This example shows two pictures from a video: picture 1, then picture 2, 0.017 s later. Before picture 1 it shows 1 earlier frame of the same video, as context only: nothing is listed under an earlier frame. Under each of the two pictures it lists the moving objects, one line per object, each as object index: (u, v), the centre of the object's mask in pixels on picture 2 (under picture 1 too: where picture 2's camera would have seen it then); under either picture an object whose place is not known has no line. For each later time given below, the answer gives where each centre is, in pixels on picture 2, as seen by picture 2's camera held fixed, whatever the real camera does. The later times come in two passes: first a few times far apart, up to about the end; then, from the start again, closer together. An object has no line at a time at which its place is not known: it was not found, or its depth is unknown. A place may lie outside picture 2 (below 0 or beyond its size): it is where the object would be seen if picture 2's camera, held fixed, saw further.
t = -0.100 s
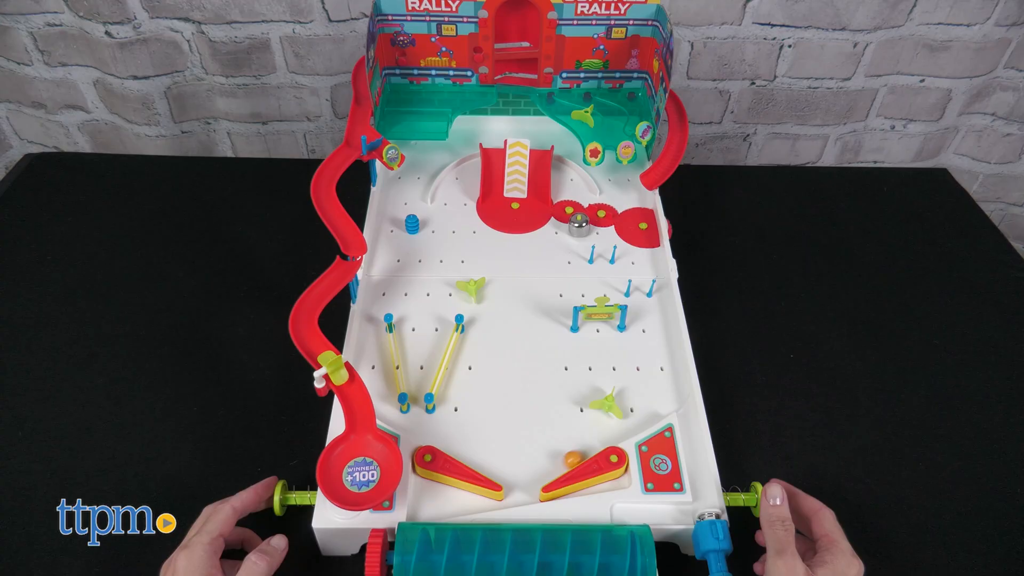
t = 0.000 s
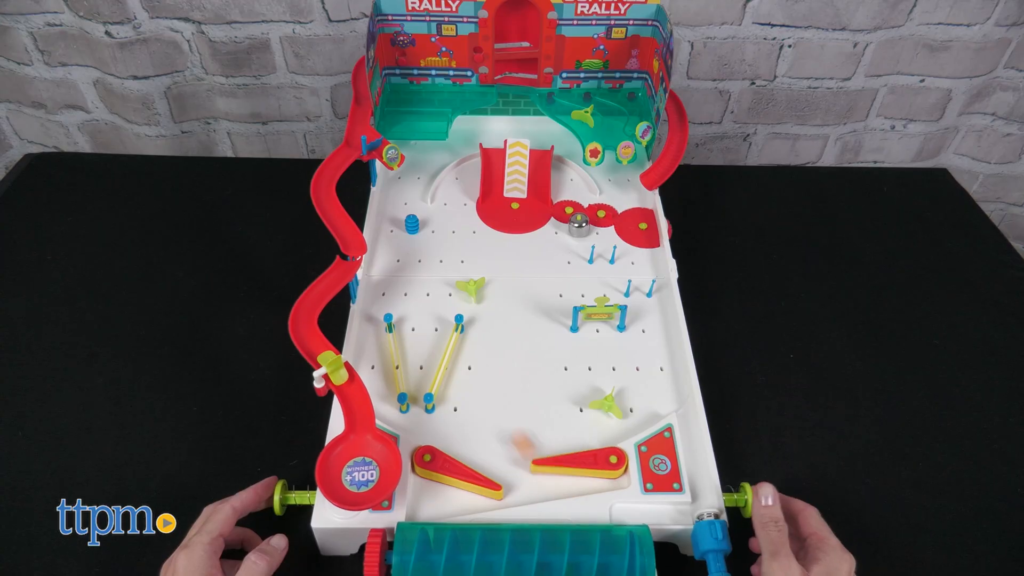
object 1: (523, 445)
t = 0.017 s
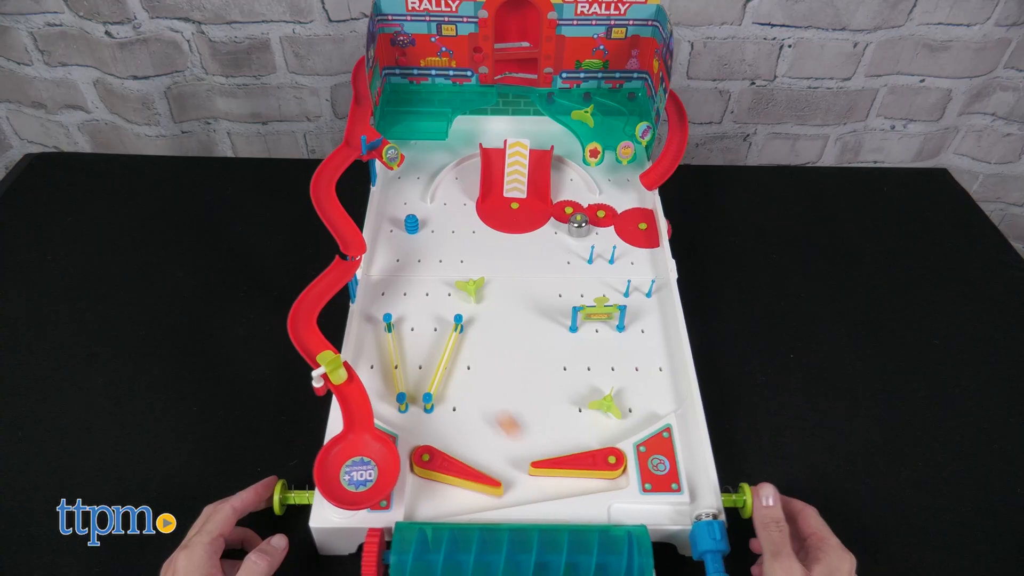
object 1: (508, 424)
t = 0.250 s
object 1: (554, 327)
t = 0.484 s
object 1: (515, 355)
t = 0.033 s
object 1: (496, 406)
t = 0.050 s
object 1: (484, 390)
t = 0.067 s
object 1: (473, 374)
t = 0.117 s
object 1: (468, 342)
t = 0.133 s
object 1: (485, 338)
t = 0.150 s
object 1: (500, 335)
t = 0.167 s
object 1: (516, 332)
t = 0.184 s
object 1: (530, 330)
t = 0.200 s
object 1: (544, 328)
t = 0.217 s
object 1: (557, 326)
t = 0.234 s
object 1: (559, 326)
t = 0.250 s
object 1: (554, 327)
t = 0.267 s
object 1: (549, 328)
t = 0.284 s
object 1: (545, 329)
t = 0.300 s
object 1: (541, 331)
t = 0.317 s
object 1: (538, 332)
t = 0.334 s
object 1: (535, 334)
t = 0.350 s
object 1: (533, 335)
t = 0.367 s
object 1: (530, 337)
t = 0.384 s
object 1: (528, 339)
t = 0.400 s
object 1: (526, 341)
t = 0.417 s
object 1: (524, 343)
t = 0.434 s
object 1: (521, 346)
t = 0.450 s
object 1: (519, 349)
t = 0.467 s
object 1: (517, 352)
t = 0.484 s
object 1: (515, 355)
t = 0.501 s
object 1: (512, 359)
